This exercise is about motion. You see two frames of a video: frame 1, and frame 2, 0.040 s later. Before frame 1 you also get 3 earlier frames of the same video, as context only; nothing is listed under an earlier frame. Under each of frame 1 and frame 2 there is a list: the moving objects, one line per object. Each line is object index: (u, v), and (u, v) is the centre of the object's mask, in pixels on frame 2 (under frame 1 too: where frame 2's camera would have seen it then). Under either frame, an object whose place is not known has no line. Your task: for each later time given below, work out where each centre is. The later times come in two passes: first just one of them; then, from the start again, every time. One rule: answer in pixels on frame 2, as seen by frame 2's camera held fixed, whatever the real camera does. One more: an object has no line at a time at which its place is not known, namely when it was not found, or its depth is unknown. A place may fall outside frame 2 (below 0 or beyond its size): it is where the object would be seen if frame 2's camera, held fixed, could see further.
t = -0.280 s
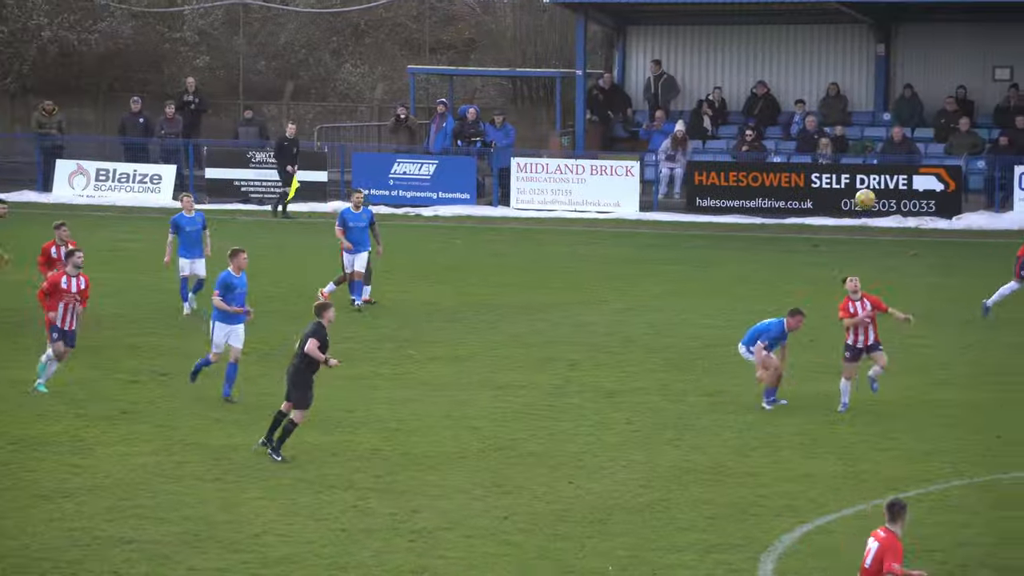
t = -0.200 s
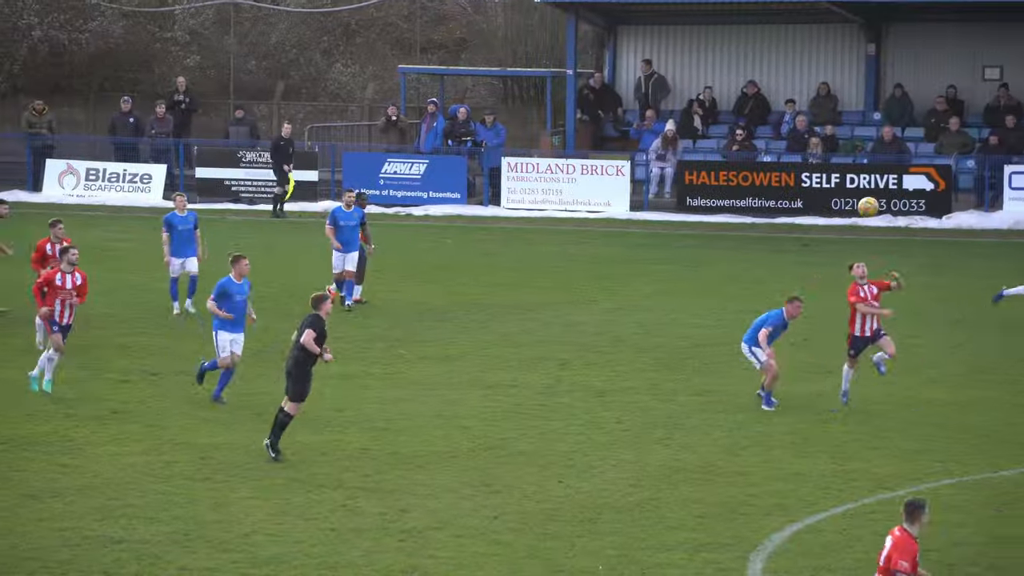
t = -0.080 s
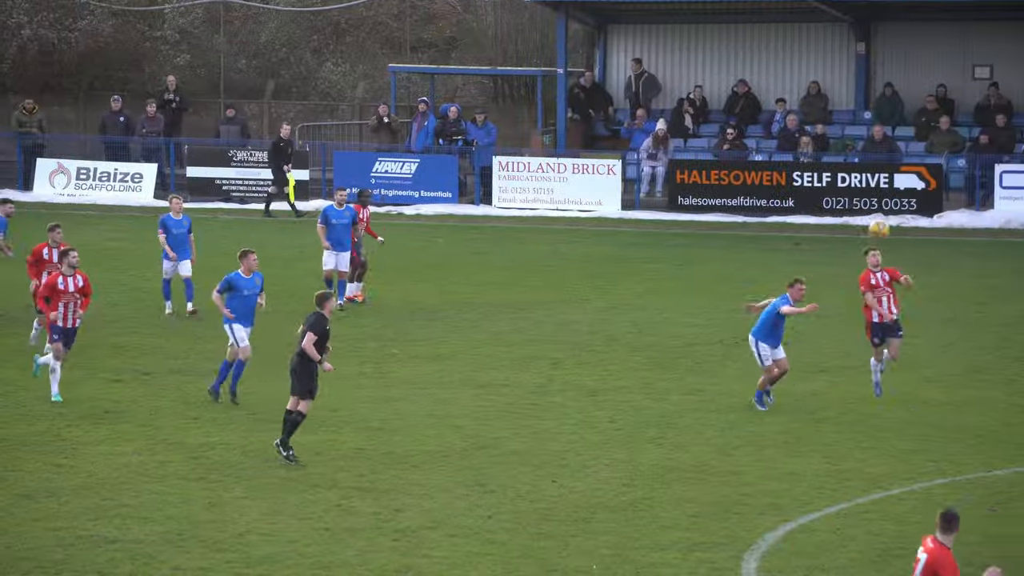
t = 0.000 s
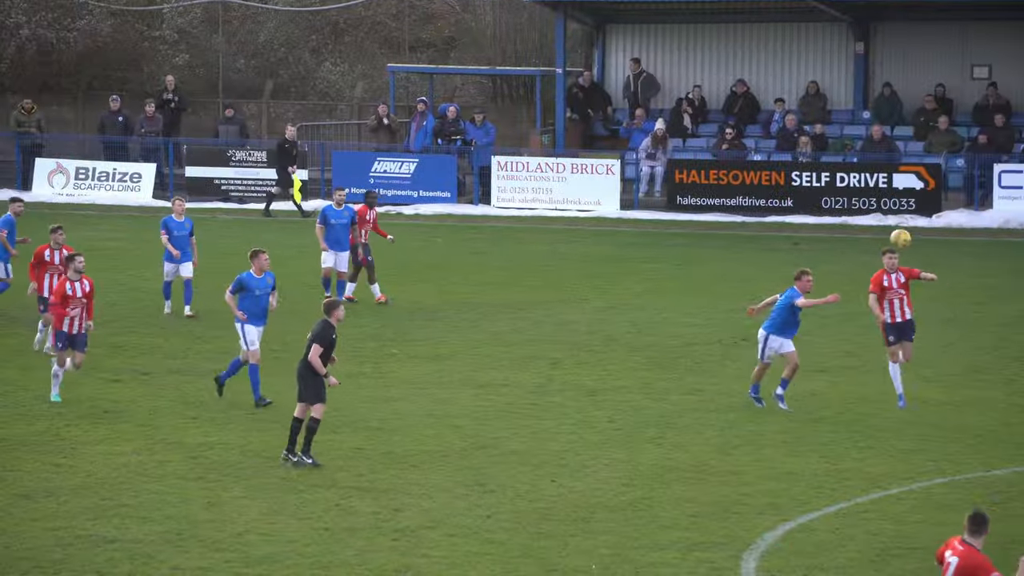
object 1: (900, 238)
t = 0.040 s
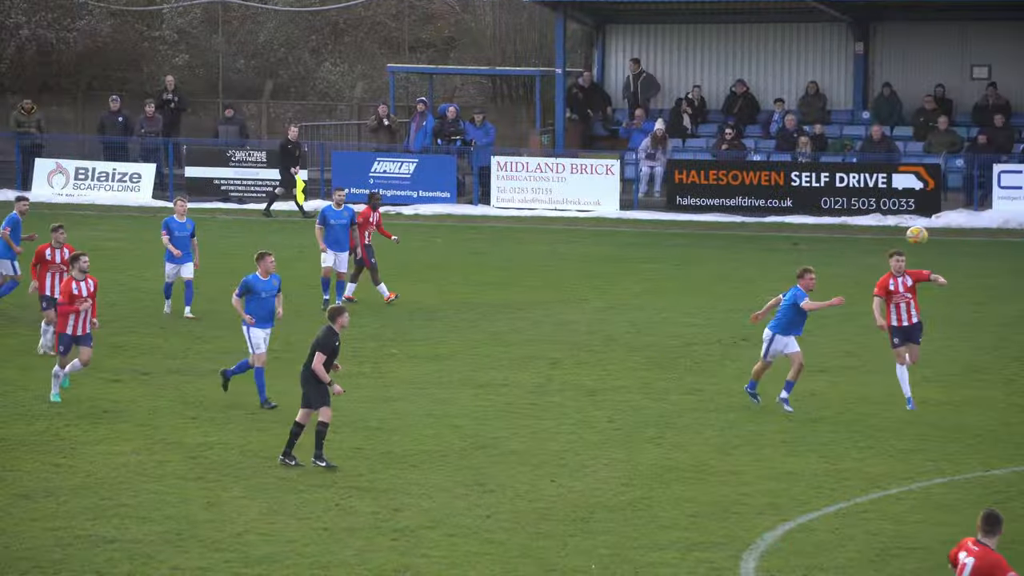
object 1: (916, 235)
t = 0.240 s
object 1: (1009, 241)
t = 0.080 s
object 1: (934, 234)
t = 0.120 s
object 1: (952, 233)
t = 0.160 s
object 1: (971, 234)
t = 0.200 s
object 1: (989, 236)
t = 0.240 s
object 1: (1009, 241)
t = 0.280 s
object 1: (1028, 246)
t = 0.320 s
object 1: (1049, 254)
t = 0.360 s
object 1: (1065, 262)
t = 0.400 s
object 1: (1079, 272)
